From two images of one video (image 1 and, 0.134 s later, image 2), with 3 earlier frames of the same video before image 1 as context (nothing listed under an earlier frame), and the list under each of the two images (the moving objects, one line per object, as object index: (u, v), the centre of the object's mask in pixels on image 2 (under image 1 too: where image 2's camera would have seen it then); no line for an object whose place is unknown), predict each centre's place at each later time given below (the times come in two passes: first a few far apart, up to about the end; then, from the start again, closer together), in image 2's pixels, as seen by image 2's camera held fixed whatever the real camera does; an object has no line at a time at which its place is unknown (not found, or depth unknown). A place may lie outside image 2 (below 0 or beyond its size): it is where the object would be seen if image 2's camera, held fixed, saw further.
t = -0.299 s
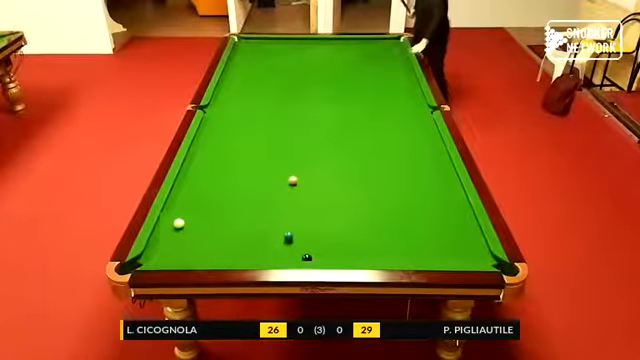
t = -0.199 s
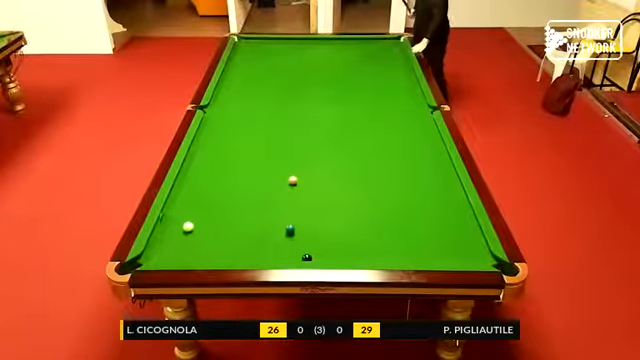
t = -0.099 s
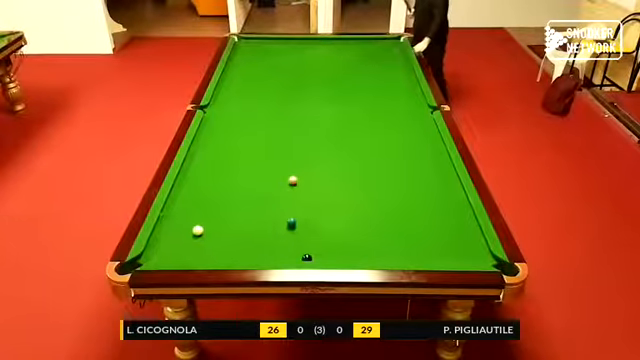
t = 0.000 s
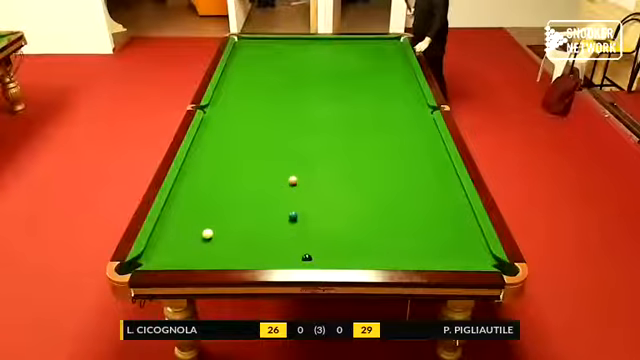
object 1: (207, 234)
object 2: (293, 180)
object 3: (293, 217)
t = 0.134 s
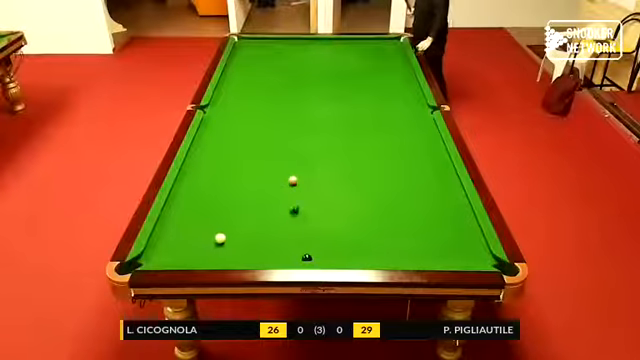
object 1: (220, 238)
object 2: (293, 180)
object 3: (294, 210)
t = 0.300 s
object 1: (236, 244)
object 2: (293, 180)
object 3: (297, 199)
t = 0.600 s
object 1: (263, 255)
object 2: (293, 180)
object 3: (300, 184)
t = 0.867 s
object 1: (287, 255)
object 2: (288, 178)
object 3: (308, 174)
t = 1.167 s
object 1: (308, 249)
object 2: (284, 176)
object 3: (315, 165)
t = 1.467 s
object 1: (329, 245)
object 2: (281, 175)
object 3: (322, 157)
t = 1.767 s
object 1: (347, 241)
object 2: (279, 174)
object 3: (328, 149)
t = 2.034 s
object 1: (361, 238)
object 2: (279, 174)
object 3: (333, 143)
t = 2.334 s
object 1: (376, 235)
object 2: (278, 174)
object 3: (338, 137)
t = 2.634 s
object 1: (389, 232)
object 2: (278, 174)
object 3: (342, 132)
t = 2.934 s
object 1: (400, 230)
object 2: (279, 174)
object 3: (346, 127)
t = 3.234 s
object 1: (410, 228)
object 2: (279, 174)
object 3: (349, 123)
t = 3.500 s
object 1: (417, 227)
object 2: (279, 174)
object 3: (352, 119)
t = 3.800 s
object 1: (424, 226)
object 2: (279, 174)
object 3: (355, 117)
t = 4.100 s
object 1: (429, 226)
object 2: (279, 173)
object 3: (357, 114)
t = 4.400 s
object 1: (432, 226)
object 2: (279, 173)
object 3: (359, 112)
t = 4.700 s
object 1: (435, 226)
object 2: (279, 173)
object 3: (360, 110)
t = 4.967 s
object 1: (435, 226)
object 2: (279, 173)
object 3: (361, 110)
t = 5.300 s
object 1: (435, 226)
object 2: (279, 173)
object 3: (363, 108)
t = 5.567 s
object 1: (435, 226)
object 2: (279, 174)
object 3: (363, 108)
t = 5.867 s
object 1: (435, 226)
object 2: (278, 174)
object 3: (364, 108)
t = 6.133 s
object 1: (435, 226)
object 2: (279, 174)
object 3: (364, 108)
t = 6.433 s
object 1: (435, 226)
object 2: (279, 174)
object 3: (364, 108)
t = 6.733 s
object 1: (435, 226)
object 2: (279, 174)
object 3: (364, 107)
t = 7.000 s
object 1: (435, 226)
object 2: (279, 174)
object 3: (364, 107)
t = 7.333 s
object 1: (435, 226)
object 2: (279, 174)
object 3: (364, 107)
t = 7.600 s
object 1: (435, 226)
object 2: (279, 174)
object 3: (364, 107)
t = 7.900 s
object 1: (435, 226)
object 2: (279, 174)
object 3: (364, 107)
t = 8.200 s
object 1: (435, 226)
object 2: (279, 174)
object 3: (364, 107)
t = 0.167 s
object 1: (223, 240)
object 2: (293, 181)
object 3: (295, 207)
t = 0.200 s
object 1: (226, 241)
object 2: (293, 181)
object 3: (295, 205)
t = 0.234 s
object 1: (229, 242)
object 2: (293, 180)
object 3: (296, 203)
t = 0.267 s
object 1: (232, 243)
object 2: (293, 180)
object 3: (296, 201)
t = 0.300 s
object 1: (236, 244)
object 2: (293, 180)
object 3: (297, 199)
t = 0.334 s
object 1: (239, 245)
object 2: (293, 180)
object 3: (297, 197)
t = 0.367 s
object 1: (242, 247)
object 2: (293, 180)
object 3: (297, 195)
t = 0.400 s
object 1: (245, 248)
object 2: (293, 180)
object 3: (298, 194)
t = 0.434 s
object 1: (248, 249)
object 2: (293, 180)
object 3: (298, 192)
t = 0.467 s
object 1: (251, 250)
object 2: (293, 180)
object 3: (298, 191)
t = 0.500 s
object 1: (255, 251)
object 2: (293, 180)
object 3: (298, 190)
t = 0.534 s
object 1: (258, 253)
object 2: (293, 180)
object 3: (299, 189)
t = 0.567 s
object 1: (260, 254)
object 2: (293, 180)
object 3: (299, 186)
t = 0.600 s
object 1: (263, 255)
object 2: (293, 180)
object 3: (300, 184)
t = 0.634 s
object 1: (267, 256)
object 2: (291, 179)
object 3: (300, 183)
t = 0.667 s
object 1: (270, 256)
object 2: (291, 180)
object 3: (303, 181)
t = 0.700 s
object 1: (273, 257)
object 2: (290, 180)
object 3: (303, 180)
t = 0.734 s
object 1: (276, 257)
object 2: (290, 179)
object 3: (304, 179)
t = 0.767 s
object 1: (279, 257)
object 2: (290, 179)
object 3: (304, 179)
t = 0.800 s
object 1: (282, 256)
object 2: (289, 179)
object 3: (306, 177)
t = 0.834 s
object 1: (284, 256)
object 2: (289, 178)
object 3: (306, 175)
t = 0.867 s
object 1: (287, 255)
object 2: (288, 178)
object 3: (308, 174)
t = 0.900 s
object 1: (289, 255)
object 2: (288, 178)
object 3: (309, 173)
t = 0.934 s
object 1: (292, 254)
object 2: (287, 178)
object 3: (309, 172)
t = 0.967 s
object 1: (294, 254)
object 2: (287, 177)
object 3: (310, 171)
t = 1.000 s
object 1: (296, 253)
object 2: (287, 177)
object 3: (311, 170)
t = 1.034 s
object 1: (299, 252)
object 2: (286, 177)
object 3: (312, 169)
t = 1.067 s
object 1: (301, 251)
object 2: (285, 177)
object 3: (313, 168)
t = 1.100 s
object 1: (304, 250)
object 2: (285, 177)
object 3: (313, 167)
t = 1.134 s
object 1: (306, 250)
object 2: (285, 176)
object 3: (314, 166)
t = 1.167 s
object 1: (308, 249)
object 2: (284, 176)
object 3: (315, 165)
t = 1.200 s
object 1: (311, 249)
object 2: (283, 176)
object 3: (316, 164)
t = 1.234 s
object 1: (313, 248)
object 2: (283, 176)
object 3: (317, 163)
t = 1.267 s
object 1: (316, 248)
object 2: (283, 176)
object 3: (318, 162)
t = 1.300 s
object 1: (318, 248)
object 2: (283, 176)
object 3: (318, 161)
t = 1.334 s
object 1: (320, 247)
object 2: (282, 176)
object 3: (319, 160)
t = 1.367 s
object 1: (322, 247)
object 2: (282, 175)
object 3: (319, 160)
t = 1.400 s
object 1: (325, 246)
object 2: (282, 176)
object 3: (320, 159)
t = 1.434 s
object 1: (327, 245)
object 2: (282, 176)
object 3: (322, 158)
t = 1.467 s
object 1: (329, 245)
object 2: (281, 175)
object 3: (322, 157)
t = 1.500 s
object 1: (331, 245)
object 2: (281, 175)
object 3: (323, 156)
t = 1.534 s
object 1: (333, 244)
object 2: (280, 175)
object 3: (324, 155)
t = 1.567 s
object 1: (335, 243)
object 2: (280, 175)
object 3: (324, 154)
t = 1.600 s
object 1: (337, 243)
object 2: (280, 174)
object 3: (325, 153)
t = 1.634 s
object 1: (339, 242)
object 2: (280, 175)
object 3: (326, 152)
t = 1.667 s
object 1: (341, 242)
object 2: (280, 175)
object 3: (326, 151)
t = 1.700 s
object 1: (343, 242)
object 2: (280, 175)
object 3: (327, 151)
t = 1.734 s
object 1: (345, 241)
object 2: (280, 175)
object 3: (327, 150)
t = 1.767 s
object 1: (347, 241)
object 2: (279, 174)
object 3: (328, 149)
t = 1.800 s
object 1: (349, 240)
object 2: (279, 174)
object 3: (329, 148)
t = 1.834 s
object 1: (351, 240)
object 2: (279, 174)
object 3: (330, 147)
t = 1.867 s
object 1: (353, 240)
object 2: (279, 174)
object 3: (330, 147)
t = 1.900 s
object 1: (354, 239)
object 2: (279, 174)
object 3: (331, 146)
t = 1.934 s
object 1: (356, 239)
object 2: (279, 174)
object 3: (331, 145)
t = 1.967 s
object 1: (358, 238)
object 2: (279, 174)
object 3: (332, 144)
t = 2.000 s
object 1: (360, 238)
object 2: (279, 174)
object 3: (333, 144)
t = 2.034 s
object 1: (361, 238)
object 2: (279, 174)
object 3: (333, 143)
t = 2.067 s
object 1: (363, 237)
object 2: (279, 174)
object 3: (334, 143)
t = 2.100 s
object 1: (365, 237)
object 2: (278, 174)
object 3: (334, 142)
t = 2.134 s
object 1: (367, 236)
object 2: (278, 174)
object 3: (335, 141)
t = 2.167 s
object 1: (368, 236)
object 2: (278, 174)
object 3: (336, 140)
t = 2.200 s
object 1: (370, 236)
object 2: (278, 174)
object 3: (336, 140)
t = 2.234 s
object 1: (371, 236)
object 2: (278, 174)
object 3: (336, 139)
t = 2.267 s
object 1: (373, 235)
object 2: (278, 174)
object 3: (337, 138)
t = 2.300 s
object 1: (374, 235)
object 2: (278, 174)
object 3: (338, 137)
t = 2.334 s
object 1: (376, 235)
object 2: (278, 174)
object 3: (338, 137)
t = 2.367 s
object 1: (378, 234)
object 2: (278, 174)
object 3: (339, 136)
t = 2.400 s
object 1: (379, 234)
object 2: (278, 174)
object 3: (339, 136)
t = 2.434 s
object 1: (380, 234)
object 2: (278, 174)
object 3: (339, 135)
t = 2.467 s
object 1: (382, 233)
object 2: (278, 174)
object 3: (340, 135)
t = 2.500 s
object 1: (383, 233)
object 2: (278, 174)
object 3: (341, 134)
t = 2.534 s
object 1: (385, 233)
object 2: (278, 174)
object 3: (341, 133)
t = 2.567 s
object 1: (386, 233)
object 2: (278, 174)
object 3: (342, 132)
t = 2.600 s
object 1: (388, 233)
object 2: (278, 174)
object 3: (342, 132)
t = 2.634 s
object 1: (389, 232)
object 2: (278, 174)
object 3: (342, 132)
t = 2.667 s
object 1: (391, 232)
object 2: (278, 174)
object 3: (343, 131)
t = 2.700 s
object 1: (392, 231)
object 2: (278, 174)
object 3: (343, 131)
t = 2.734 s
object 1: (393, 231)
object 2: (278, 174)
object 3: (344, 130)
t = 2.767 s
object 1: (394, 231)
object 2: (278, 174)
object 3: (344, 130)
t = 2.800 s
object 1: (395, 231)
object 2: (279, 174)
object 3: (344, 129)
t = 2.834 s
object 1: (397, 231)
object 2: (279, 174)
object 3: (345, 128)
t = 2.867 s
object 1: (398, 230)
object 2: (279, 174)
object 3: (345, 128)
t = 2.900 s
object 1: (399, 230)
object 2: (279, 174)
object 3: (346, 128)
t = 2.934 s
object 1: (400, 230)
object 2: (279, 174)
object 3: (346, 127)
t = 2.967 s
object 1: (402, 230)
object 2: (279, 174)
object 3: (347, 127)
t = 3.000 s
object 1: (403, 230)
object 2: (279, 174)
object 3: (347, 126)
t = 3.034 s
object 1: (404, 229)
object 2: (279, 174)
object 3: (348, 126)
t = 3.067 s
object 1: (405, 229)
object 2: (279, 174)
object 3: (348, 125)
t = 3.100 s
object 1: (406, 229)
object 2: (279, 174)
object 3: (348, 125)
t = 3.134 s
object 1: (407, 229)
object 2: (279, 174)
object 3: (349, 124)
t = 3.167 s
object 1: (408, 229)
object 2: (279, 174)
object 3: (349, 124)
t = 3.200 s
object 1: (409, 228)
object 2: (279, 174)
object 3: (349, 123)
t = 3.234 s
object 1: (410, 228)
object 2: (279, 174)
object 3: (349, 123)
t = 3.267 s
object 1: (411, 228)
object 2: (279, 174)
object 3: (350, 123)
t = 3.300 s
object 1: (412, 228)
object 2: (279, 174)
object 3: (351, 123)
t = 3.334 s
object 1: (413, 228)
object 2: (279, 174)
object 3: (351, 122)
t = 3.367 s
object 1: (413, 227)
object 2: (279, 174)
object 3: (351, 121)
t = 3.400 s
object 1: (415, 227)
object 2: (279, 174)
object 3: (351, 121)
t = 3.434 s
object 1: (415, 227)
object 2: (279, 174)
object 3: (352, 120)
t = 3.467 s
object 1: (416, 227)
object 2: (279, 174)
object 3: (352, 120)
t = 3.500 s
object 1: (417, 227)
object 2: (279, 174)
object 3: (352, 119)
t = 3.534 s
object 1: (418, 227)
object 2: (279, 174)
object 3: (352, 119)
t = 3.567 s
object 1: (419, 227)
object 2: (279, 174)
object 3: (353, 119)
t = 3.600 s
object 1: (420, 227)
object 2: (279, 174)
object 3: (353, 119)
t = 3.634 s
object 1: (420, 227)
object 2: (279, 174)
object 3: (353, 118)
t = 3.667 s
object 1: (421, 227)
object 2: (279, 174)
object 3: (354, 118)
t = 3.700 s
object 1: (422, 226)
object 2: (279, 174)
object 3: (354, 117)
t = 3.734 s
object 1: (423, 226)
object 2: (279, 174)
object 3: (354, 117)
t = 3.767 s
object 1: (423, 226)
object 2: (279, 174)
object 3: (354, 117)
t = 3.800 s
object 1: (424, 226)
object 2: (279, 174)
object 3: (355, 117)
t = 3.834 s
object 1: (424, 226)
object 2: (279, 174)
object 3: (355, 116)
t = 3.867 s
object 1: (425, 226)
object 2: (279, 174)
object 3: (355, 116)
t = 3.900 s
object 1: (426, 226)
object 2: (279, 174)
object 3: (356, 115)
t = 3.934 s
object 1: (426, 226)
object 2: (279, 174)
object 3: (356, 115)
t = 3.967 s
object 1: (427, 226)
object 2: (279, 174)
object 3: (356, 115)
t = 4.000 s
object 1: (427, 226)
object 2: (278, 174)
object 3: (356, 115)
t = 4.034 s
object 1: (428, 226)
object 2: (279, 173)
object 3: (356, 115)
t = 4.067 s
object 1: (428, 226)
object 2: (279, 173)
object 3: (357, 115)
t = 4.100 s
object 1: (429, 226)
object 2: (279, 173)
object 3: (357, 114)
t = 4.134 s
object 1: (429, 226)
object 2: (279, 173)
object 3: (357, 114)
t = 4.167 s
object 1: (429, 226)
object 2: (279, 173)
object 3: (357, 114)
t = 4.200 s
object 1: (430, 226)
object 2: (278, 173)
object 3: (357, 114)
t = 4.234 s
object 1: (430, 226)
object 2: (279, 173)
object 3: (358, 114)
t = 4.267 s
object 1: (431, 226)
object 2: (279, 173)
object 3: (358, 113)
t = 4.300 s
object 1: (432, 226)
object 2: (279, 173)
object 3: (358, 113)
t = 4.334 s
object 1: (432, 226)
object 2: (279, 173)
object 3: (358, 113)
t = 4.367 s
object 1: (432, 226)
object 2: (279, 173)
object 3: (358, 112)
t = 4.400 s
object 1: (432, 226)
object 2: (279, 173)
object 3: (359, 112)
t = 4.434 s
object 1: (432, 226)
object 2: (279, 173)
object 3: (359, 112)
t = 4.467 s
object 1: (433, 226)
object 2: (279, 173)
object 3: (359, 112)
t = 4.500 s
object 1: (433, 226)
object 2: (279, 173)
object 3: (359, 111)
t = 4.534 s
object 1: (434, 226)
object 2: (279, 173)
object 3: (360, 111)
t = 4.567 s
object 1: (434, 226)
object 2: (279, 173)
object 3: (360, 111)
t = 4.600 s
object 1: (434, 226)
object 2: (279, 173)
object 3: (360, 111)
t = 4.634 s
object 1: (434, 226)
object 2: (279, 173)
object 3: (360, 110)
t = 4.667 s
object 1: (435, 226)
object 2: (279, 173)
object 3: (360, 110)
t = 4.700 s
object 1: (435, 226)
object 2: (279, 173)
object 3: (360, 110)
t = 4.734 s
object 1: (435, 226)
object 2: (279, 173)
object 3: (360, 110)
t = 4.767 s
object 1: (435, 226)
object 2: (279, 173)
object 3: (360, 110)
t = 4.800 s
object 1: (435, 226)
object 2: (279, 173)
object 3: (360, 110)
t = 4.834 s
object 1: (435, 226)
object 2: (279, 173)
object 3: (361, 110)
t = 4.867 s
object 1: (435, 226)
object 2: (279, 173)
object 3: (361, 110)
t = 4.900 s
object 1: (435, 226)
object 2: (279, 173)
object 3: (361, 110)
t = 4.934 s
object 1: (435, 226)
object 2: (279, 173)
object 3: (361, 110)
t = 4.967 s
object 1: (435, 226)
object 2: (279, 173)
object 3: (361, 110)
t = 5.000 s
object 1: (435, 226)
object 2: (279, 173)
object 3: (362, 109)
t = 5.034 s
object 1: (435, 226)
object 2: (279, 173)
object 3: (362, 109)
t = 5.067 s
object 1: (435, 226)
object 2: (279, 173)
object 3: (362, 109)
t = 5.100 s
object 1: (435, 226)
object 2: (279, 173)
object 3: (362, 109)
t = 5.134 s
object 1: (435, 226)
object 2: (279, 173)
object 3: (363, 109)
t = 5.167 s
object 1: (435, 226)
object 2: (279, 173)
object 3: (362, 109)
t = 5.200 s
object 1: (435, 226)
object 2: (279, 173)
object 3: (363, 108)
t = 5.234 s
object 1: (435, 226)
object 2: (279, 173)
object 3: (363, 108)
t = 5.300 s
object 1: (435, 226)
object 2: (279, 173)
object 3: (363, 108)
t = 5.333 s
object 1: (435, 226)
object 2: (278, 174)
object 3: (363, 108)
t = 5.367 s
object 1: (435, 226)
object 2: (279, 174)
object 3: (363, 108)
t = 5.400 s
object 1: (435, 226)
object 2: (279, 174)
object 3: (363, 108)
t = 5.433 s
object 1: (435, 226)
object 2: (279, 174)
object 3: (363, 108)
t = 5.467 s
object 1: (435, 226)
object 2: (279, 174)
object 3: (363, 108)
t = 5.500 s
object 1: (435, 226)
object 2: (279, 174)
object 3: (363, 108)
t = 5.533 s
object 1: (435, 226)
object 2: (279, 174)
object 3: (363, 108)
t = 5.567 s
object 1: (435, 226)
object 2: (279, 174)
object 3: (363, 108)
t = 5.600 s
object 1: (435, 226)
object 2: (278, 174)
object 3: (363, 108)
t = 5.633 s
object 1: (435, 226)
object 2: (279, 174)
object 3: (363, 108)
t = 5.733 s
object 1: (435, 226)
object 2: (279, 174)
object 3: (363, 108)
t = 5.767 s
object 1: (435, 226)
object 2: (278, 174)
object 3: (364, 108)
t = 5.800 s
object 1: (435, 226)
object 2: (278, 174)
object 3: (364, 108)
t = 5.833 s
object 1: (435, 226)
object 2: (279, 174)
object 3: (364, 108)
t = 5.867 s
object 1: (435, 226)
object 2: (278, 174)
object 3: (364, 108)
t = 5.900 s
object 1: (435, 226)
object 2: (278, 174)
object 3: (364, 108)
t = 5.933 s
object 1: (435, 226)
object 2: (279, 174)
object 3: (364, 108)
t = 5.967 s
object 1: (435, 226)
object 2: (279, 174)
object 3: (364, 108)
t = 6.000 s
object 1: (435, 226)
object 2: (278, 174)
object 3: (364, 108)
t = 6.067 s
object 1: (435, 226)
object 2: (279, 174)
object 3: (364, 108)
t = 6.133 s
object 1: (435, 226)
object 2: (279, 174)
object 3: (364, 108)
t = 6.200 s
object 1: (435, 226)
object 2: (279, 174)
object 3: (364, 108)
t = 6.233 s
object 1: (435, 226)
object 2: (278, 174)
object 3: (364, 108)
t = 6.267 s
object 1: (435, 226)
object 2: (279, 174)
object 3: (364, 108)
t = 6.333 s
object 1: (435, 226)
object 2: (279, 174)
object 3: (364, 108)
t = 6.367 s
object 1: (435, 226)
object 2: (279, 174)
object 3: (364, 108)
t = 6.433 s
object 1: (435, 226)
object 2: (279, 174)
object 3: (364, 108)
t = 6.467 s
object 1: (435, 226)
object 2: (279, 174)
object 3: (364, 108)
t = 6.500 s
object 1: (435, 226)
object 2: (279, 174)
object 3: (364, 108)
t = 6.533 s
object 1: (435, 226)
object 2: (279, 174)
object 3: (364, 108)
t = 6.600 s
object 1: (435, 226)
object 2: (279, 174)
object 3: (364, 108)
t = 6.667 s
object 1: (435, 226)
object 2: (279, 174)
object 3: (364, 107)
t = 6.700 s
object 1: (435, 226)
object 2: (279, 174)
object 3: (364, 107)
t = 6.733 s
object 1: (435, 226)
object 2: (279, 174)
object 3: (364, 107)
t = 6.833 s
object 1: (435, 226)
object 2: (279, 174)
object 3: (364, 107)
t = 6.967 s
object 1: (435, 226)
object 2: (279, 174)
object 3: (364, 107)
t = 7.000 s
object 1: (435, 226)
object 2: (279, 174)
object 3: (364, 107)
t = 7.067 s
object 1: (435, 226)
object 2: (279, 174)
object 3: (364, 107)
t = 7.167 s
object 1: (435, 226)
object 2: (279, 174)
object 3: (364, 107)
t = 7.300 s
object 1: (435, 226)
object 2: (279, 174)
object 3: (364, 107)
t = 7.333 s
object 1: (435, 226)
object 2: (279, 174)
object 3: (364, 107)
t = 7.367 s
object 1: (435, 226)
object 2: (279, 174)
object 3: (364, 107)
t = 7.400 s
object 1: (435, 226)
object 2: (279, 174)
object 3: (364, 107)
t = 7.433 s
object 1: (435, 226)
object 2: (279, 174)
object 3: (364, 107)
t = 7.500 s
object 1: (435, 226)
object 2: (279, 174)
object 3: (364, 107)
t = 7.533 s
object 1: (435, 226)
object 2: (279, 174)
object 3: (364, 107)
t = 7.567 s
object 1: (435, 226)
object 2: (279, 174)
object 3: (364, 107)
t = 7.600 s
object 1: (435, 226)
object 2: (279, 174)
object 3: (364, 107)
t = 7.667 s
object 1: (435, 226)
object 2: (279, 174)
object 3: (364, 107)
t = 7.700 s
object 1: (435, 226)
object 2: (279, 174)
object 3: (364, 107)
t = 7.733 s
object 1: (435, 226)
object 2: (279, 174)
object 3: (364, 107)
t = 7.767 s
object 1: (435, 226)
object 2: (279, 174)
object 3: (364, 107)
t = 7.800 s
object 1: (435, 226)
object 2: (279, 174)
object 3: (364, 107)
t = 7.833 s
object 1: (435, 226)
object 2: (279, 174)
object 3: (364, 107)
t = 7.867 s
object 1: (435, 226)
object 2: (279, 174)
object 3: (364, 107)
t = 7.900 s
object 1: (435, 226)
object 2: (279, 174)
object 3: (364, 107)
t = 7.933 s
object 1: (435, 226)
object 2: (279, 174)
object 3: (364, 107)
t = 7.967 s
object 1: (435, 226)
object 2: (279, 174)
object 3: (364, 107)
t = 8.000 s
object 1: (435, 226)
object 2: (279, 174)
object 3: (364, 107)
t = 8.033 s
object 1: (435, 226)
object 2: (279, 174)
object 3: (364, 107)
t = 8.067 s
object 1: (435, 226)
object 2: (279, 174)
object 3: (364, 107)
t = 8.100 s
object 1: (435, 226)
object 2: (279, 174)
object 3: (364, 107)
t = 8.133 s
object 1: (435, 226)
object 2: (279, 174)
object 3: (364, 107)
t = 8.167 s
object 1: (435, 226)
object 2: (279, 174)
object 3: (364, 107)
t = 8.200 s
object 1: (435, 226)
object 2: (279, 174)
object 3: (364, 107)
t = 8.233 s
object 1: (435, 226)
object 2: (279, 174)
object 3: (364, 107)
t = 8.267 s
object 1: (435, 226)
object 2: (279, 174)
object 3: (364, 107)
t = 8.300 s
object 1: (435, 226)
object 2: (279, 174)
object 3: (364, 107)
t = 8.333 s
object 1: (435, 226)
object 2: (279, 174)
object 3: (364, 107)
